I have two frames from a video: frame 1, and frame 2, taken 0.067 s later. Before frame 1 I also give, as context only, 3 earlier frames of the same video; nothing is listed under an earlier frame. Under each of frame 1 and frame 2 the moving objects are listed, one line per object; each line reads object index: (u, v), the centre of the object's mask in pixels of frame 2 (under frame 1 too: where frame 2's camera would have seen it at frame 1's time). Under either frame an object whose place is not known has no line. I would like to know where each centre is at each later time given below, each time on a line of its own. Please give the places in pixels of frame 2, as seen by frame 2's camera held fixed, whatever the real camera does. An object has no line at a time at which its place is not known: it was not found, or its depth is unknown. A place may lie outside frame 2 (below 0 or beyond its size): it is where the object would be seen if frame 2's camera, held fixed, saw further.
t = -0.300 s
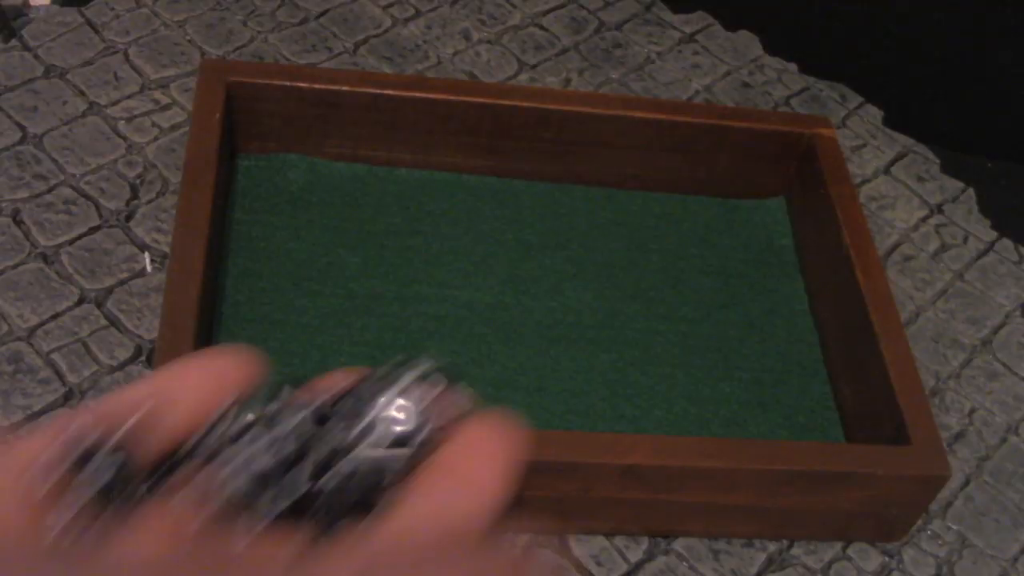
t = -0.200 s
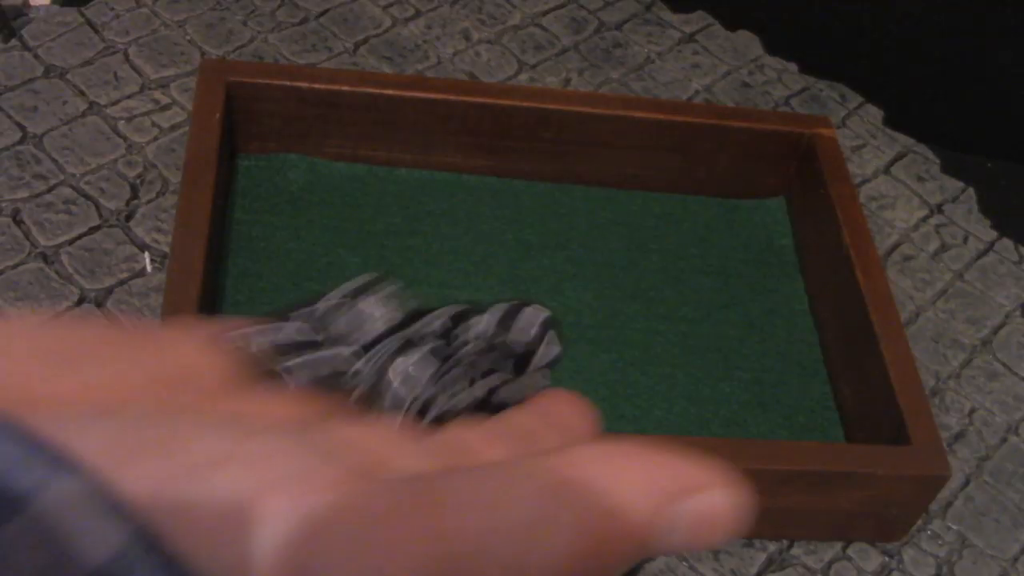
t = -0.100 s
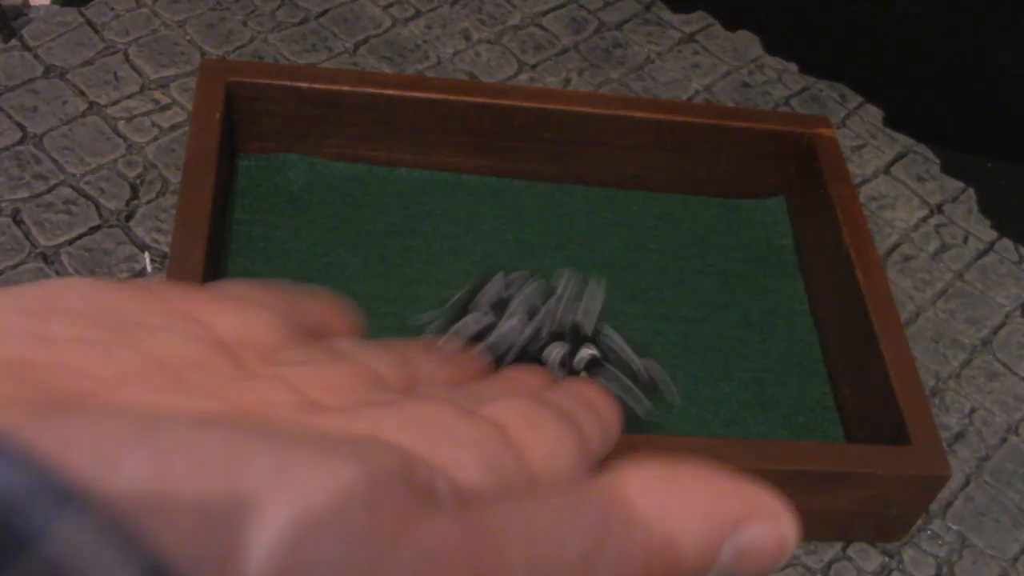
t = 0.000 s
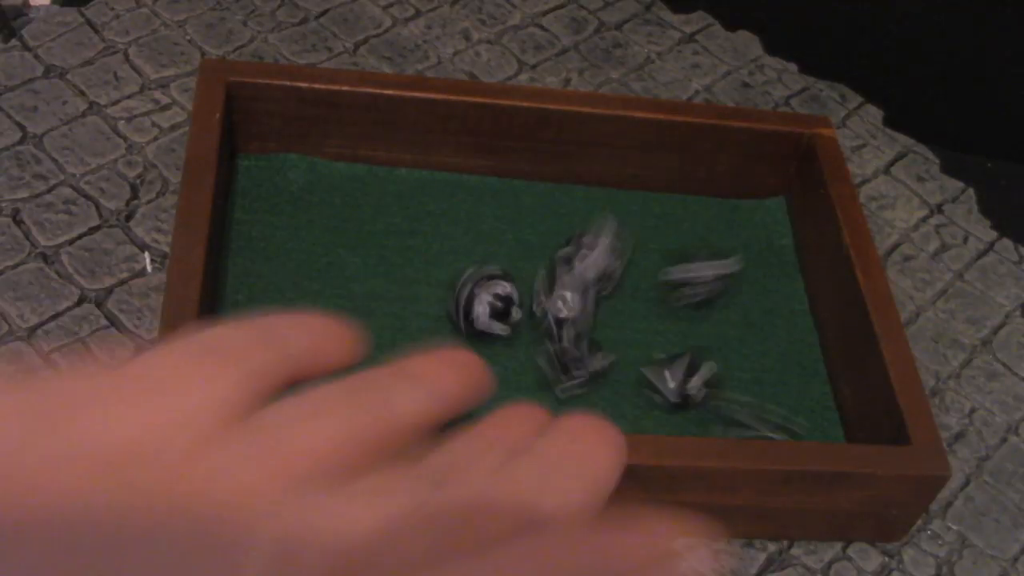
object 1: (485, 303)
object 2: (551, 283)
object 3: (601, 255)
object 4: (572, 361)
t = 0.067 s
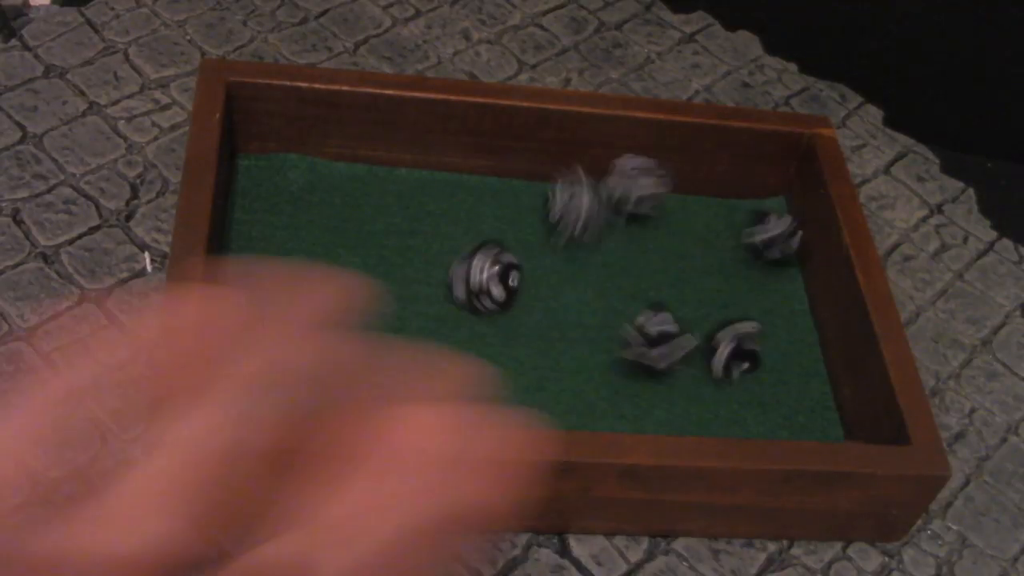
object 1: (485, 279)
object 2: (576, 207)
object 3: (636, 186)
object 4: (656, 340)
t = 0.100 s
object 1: (490, 270)
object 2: (568, 186)
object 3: (677, 195)
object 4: (678, 354)
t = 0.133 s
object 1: (498, 264)
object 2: (569, 203)
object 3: (714, 226)
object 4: (712, 352)
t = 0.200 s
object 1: (498, 253)
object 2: (560, 232)
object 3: (743, 252)
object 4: (736, 354)
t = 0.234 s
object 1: (486, 253)
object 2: (560, 246)
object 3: (755, 265)
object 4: (743, 357)
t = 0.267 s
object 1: (476, 257)
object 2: (562, 252)
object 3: (763, 273)
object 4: (744, 359)
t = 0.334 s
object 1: (469, 269)
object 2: (571, 268)
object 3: (775, 284)
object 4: (744, 358)
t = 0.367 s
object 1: (470, 277)
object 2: (577, 272)
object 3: (780, 285)
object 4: (744, 358)
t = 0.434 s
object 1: (473, 290)
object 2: (582, 275)
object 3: (775, 287)
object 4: (744, 358)
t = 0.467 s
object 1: (476, 296)
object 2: (582, 274)
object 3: (773, 287)
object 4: (744, 358)
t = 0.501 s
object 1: (477, 300)
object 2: (582, 272)
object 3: (775, 286)
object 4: (744, 359)
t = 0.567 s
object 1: (477, 300)
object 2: (570, 268)
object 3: (775, 287)
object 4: (744, 358)
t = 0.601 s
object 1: (477, 300)
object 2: (565, 263)
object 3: (774, 286)
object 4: (744, 358)
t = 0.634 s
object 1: (477, 300)
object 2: (566, 262)
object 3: (776, 287)
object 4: (744, 359)
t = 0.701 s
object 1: (477, 300)
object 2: (571, 270)
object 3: (775, 286)
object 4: (744, 358)
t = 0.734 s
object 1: (477, 300)
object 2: (570, 270)
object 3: (775, 287)
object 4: (744, 358)
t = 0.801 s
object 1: (477, 300)
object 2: (569, 266)
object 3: (775, 287)
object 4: (744, 358)
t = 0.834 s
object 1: (477, 300)
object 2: (570, 269)
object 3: (775, 287)
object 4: (744, 358)
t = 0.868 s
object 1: (477, 300)
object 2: (569, 267)
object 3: (775, 287)
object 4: (744, 358)
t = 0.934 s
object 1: (477, 300)
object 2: (570, 268)
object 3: (775, 287)
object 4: (744, 358)
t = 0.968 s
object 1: (477, 300)
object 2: (569, 267)
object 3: (775, 287)
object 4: (744, 358)
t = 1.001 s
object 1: (477, 300)
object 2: (569, 267)
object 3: (775, 286)
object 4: (744, 358)
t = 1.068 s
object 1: (477, 300)
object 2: (569, 267)
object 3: (775, 286)
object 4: (744, 358)
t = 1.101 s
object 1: (477, 300)
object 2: (570, 268)
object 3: (775, 286)
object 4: (744, 358)
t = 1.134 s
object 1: (477, 300)
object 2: (570, 267)
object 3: (775, 286)
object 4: (744, 359)
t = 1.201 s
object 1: (477, 300)
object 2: (569, 267)
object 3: (775, 286)
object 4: (744, 358)
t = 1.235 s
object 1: (477, 300)
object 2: (570, 267)
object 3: (775, 287)
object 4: (744, 359)
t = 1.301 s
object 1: (477, 301)
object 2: (570, 267)
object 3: (775, 287)
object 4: (744, 359)
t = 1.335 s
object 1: (477, 300)
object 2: (570, 267)
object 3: (775, 287)
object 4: (744, 359)
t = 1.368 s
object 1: (477, 300)
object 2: (570, 268)
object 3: (775, 287)
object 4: (744, 359)
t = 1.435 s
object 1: (477, 300)
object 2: (569, 267)
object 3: (775, 287)
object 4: (744, 359)
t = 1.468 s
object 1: (477, 300)
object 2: (569, 268)
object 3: (775, 287)
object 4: (744, 358)
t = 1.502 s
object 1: (477, 300)
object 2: (569, 268)
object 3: (775, 287)
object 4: (744, 359)
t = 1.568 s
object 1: (477, 300)
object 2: (570, 267)
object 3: (775, 287)
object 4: (744, 359)
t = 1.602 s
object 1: (477, 300)
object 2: (570, 268)
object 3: (775, 287)
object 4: (744, 359)
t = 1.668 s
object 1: (477, 300)
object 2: (569, 268)
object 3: (775, 287)
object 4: (744, 359)
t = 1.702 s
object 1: (477, 300)
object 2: (569, 268)
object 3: (775, 287)
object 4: (744, 359)
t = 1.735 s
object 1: (477, 300)
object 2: (570, 268)
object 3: (775, 287)
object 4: (744, 359)
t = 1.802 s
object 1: (477, 300)
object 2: (569, 268)
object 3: (775, 287)
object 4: (744, 359)
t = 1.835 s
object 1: (477, 300)
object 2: (570, 268)
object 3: (775, 287)
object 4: (744, 359)
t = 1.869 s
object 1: (477, 300)
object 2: (570, 268)
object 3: (775, 287)
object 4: (744, 359)
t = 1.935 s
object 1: (477, 300)
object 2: (569, 268)
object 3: (775, 287)
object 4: (744, 358)
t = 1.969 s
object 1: (477, 300)
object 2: (569, 267)
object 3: (775, 287)
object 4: (744, 359)
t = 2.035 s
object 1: (477, 300)
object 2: (569, 267)
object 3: (775, 287)
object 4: (744, 358)
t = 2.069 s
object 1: (477, 300)
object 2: (570, 267)
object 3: (776, 287)
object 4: (744, 358)
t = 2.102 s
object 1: (477, 300)
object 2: (569, 268)
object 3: (775, 287)
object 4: (744, 359)
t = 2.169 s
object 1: (477, 300)
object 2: (569, 267)
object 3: (775, 287)
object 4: (744, 358)
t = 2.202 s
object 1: (477, 300)
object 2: (569, 267)
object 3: (775, 287)
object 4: (744, 358)
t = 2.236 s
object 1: (477, 300)
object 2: (569, 267)
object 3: (775, 287)
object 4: (744, 359)
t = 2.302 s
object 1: (477, 300)
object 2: (569, 267)
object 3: (775, 287)
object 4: (744, 358)
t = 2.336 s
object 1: (477, 300)
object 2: (569, 267)
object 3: (775, 287)
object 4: (744, 358)
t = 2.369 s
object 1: (477, 300)
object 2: (569, 267)
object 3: (775, 287)
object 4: (744, 358)
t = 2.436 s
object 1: (477, 300)
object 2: (569, 267)
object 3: (775, 287)
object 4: (744, 358)
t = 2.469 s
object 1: (477, 300)
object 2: (570, 267)
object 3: (775, 287)
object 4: (744, 358)
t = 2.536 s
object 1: (477, 301)
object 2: (569, 267)
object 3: (775, 287)
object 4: (744, 358)
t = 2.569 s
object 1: (477, 300)
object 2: (569, 267)
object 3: (775, 287)
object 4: (744, 358)
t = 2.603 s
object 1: (477, 300)
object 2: (569, 267)
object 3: (775, 287)
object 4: (744, 358)
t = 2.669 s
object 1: (477, 300)
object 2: (569, 267)
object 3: (775, 287)
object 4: (744, 358)
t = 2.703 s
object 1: (477, 300)
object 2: (569, 268)
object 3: (775, 287)
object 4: (744, 358)
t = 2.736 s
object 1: (477, 300)
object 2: (569, 267)
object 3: (775, 287)
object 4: (744, 358)
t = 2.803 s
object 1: (477, 300)
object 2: (569, 267)
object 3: (775, 287)
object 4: (744, 358)
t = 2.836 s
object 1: (477, 300)
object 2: (569, 268)
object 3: (775, 287)
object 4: (744, 358)
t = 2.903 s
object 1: (477, 300)
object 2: (569, 268)
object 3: (775, 287)
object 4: (744, 358)
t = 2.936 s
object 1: (477, 300)
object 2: (569, 268)
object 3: (775, 287)
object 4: (744, 358)
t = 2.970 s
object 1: (477, 300)
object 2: (569, 268)
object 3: (775, 287)
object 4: (744, 358)
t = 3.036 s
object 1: (477, 300)
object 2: (569, 267)
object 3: (775, 287)
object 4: (744, 358)
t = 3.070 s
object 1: (477, 300)
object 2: (569, 267)
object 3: (775, 287)
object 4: (744, 358)
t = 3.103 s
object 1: (477, 301)
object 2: (569, 267)
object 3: (775, 287)
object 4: (744, 358)
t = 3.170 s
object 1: (477, 300)
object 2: (569, 268)
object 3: (775, 287)
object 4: (744, 358)
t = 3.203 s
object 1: (477, 300)
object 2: (569, 267)
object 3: (775, 287)
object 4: (744, 358)
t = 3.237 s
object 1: (477, 300)
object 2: (570, 267)
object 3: (775, 287)
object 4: (744, 358)
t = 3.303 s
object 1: (477, 300)
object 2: (569, 268)
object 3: (775, 287)
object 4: (744, 358)
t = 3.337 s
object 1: (477, 300)
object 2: (569, 268)
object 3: (775, 287)
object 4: (744, 358)
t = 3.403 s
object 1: (477, 301)
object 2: (569, 268)
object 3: (775, 287)
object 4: (744, 358)
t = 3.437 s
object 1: (477, 300)
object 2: (569, 267)
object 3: (775, 287)
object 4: (744, 358)
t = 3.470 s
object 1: (477, 301)
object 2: (569, 267)
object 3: (775, 287)
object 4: (744, 358)
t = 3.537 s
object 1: (477, 300)
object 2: (569, 268)
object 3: (775, 287)
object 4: (744, 358)
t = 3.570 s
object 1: (477, 300)
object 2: (569, 267)
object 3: (775, 287)
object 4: (744, 358)
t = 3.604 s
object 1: (477, 300)
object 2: (569, 267)
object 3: (775, 287)
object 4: (744, 358)
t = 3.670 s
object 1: (477, 300)
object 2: (569, 268)
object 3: (775, 287)
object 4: (744, 358)
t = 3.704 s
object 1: (477, 300)
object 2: (569, 268)
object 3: (775, 287)
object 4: (744, 358)
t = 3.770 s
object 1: (477, 300)
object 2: (569, 267)
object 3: (775, 287)
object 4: (744, 358)
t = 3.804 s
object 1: (477, 300)
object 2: (569, 267)
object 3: (775, 287)
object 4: (744, 358)
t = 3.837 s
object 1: (477, 300)
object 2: (569, 267)
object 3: (775, 287)
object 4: (744, 358)
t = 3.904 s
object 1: (477, 300)
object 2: (569, 267)
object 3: (775, 287)
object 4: (744, 358)
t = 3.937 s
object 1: (477, 300)
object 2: (569, 267)
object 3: (775, 287)
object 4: (744, 358)
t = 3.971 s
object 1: (477, 300)
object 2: (569, 267)
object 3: (775, 287)
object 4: (744, 358)
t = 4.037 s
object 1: (477, 300)
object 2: (569, 267)
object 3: (775, 287)
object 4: (744, 358)
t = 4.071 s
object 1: (477, 300)
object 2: (569, 267)
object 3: (775, 287)
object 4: (744, 358)
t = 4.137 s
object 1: (477, 300)
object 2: (570, 267)
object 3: (775, 287)
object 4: (744, 358)
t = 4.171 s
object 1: (477, 300)
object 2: (570, 267)
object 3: (775, 287)
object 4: (744, 358)
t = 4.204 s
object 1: (477, 300)
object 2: (570, 267)
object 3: (775, 287)
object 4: (744, 358)
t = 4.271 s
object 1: (477, 300)
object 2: (570, 267)
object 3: (775, 287)
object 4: (744, 358)
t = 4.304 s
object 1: (477, 300)
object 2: (570, 267)
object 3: (775, 287)
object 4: (744, 358)
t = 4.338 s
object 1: (477, 300)
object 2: (570, 267)
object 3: (775, 287)
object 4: (744, 358)
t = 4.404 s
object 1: (477, 300)
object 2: (569, 267)
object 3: (775, 287)
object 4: (744, 358)
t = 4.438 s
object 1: (477, 300)
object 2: (569, 267)
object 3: (775, 287)
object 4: (744, 358)
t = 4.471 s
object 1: (477, 300)
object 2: (569, 267)
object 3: (775, 287)
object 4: (744, 358)
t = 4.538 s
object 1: (477, 300)
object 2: (569, 267)
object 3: (775, 287)
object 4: (744, 358)
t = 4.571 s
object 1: (477, 300)
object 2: (569, 267)
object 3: (775, 287)
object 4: (744, 358)
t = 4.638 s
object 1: (477, 300)
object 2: (569, 268)
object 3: (775, 287)
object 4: (744, 358)
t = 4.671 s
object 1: (477, 300)
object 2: (569, 268)
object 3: (775, 287)
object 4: (744, 358)
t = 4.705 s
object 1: (477, 300)
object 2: (569, 268)
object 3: (775, 287)
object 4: (744, 358)
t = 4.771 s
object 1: (477, 300)
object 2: (569, 268)
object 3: (775, 287)
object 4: (744, 358)
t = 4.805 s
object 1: (477, 300)
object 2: (570, 268)
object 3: (775, 287)
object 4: (744, 358)
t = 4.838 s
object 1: (477, 300)
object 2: (570, 268)
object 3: (775, 287)
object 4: (744, 358)
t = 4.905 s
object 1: (477, 300)
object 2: (569, 267)
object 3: (775, 287)
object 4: (744, 358)
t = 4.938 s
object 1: (477, 300)
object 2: (569, 268)
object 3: (775, 287)
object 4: (744, 358)
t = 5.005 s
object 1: (477, 300)
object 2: (570, 267)
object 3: (775, 287)
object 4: (744, 358)
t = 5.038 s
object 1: (477, 300)
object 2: (569, 267)
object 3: (775, 287)
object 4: (744, 358)
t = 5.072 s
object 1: (477, 300)
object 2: (569, 267)
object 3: (775, 287)
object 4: (744, 358)
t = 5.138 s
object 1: (477, 300)
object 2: (569, 267)
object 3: (775, 287)
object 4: (744, 358)
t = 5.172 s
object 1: (477, 300)
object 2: (569, 267)
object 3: (775, 287)
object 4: (744, 358)
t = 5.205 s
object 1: (477, 300)
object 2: (569, 267)
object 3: (775, 287)
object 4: (744, 358)
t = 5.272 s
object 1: (477, 300)
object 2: (570, 267)
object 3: (775, 287)
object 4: (744, 359)
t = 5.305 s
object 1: (477, 300)
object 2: (569, 267)
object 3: (775, 287)
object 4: (744, 358)
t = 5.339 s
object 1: (477, 300)
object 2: (569, 267)
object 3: (775, 287)
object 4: (744, 358)
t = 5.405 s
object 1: (477, 300)
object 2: (569, 268)
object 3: (775, 287)
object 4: (744, 358)
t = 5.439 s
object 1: (477, 300)
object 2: (569, 268)
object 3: (775, 287)
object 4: (744, 358)
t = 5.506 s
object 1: (477, 300)
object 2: (569, 268)
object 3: (775, 287)
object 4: (744, 358)
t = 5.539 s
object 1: (477, 300)
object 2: (569, 268)
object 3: (775, 287)
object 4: (744, 358)
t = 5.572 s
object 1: (477, 300)
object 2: (569, 268)
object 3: (775, 287)
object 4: (744, 358)
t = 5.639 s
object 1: (477, 300)
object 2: (569, 268)
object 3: (775, 287)
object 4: (744, 358)
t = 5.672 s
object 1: (477, 300)
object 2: (569, 268)
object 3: (775, 287)
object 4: (744, 358)
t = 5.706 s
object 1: (477, 300)
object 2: (569, 267)
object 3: (775, 287)
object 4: (744, 358)
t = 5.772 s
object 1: (477, 300)
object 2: (569, 268)
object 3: (775, 287)
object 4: (744, 358)
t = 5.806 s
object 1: (477, 300)
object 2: (569, 267)
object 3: (775, 287)
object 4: (744, 358)
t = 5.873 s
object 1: (477, 300)
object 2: (569, 267)
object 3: (775, 287)
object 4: (744, 358)
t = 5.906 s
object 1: (477, 300)
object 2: (569, 267)
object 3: (775, 287)
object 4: (744, 358)
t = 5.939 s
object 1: (477, 300)
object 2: (569, 267)
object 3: (775, 286)
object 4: (744, 358)
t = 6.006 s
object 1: (477, 300)
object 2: (569, 268)
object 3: (775, 287)
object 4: (744, 358)
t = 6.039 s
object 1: (477, 300)
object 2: (569, 267)
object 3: (775, 286)
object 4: (744, 358)
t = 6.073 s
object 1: (477, 300)
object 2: (569, 267)
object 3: (775, 287)
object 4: (744, 358)
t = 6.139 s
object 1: (477, 300)
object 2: (569, 267)
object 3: (775, 286)
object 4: (744, 358)
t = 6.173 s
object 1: (477, 300)
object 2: (569, 267)
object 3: (775, 286)
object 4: (744, 358)
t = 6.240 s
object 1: (477, 300)
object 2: (569, 267)
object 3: (775, 287)
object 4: (744, 358)
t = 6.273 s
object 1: (477, 300)
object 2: (569, 267)
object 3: (775, 287)
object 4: (744, 358)
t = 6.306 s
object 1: (477, 300)
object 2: (569, 267)
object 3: (775, 287)
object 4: (744, 358)
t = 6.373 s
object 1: (477, 300)
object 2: (569, 267)
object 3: (775, 287)
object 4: (744, 358)
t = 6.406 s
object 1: (477, 300)
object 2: (569, 267)
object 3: (775, 287)
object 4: (744, 358)
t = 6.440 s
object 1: (477, 300)
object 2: (569, 267)
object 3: (775, 287)
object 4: (744, 358)
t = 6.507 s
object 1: (477, 300)
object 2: (569, 267)
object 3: (775, 287)
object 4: (744, 358)
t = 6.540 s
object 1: (477, 300)
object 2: (569, 267)
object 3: (775, 287)
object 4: (744, 358)
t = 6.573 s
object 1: (477, 300)
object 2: (569, 267)
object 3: (775, 287)
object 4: (744, 358)
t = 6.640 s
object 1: (477, 300)
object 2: (569, 267)
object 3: (775, 287)
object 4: (744, 358)
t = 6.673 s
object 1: (477, 300)
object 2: (569, 267)
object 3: (775, 287)
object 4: (744, 358)
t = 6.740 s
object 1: (476, 300)
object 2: (569, 267)
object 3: (775, 287)
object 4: (744, 358)
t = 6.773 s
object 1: (477, 300)
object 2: (569, 267)
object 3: (775, 287)
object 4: (744, 359)
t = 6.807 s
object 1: (477, 300)
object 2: (569, 267)
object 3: (775, 287)
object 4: (744, 358)
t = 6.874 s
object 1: (477, 300)
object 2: (569, 267)
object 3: (775, 287)
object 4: (744, 358)
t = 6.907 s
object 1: (477, 300)
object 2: (569, 267)
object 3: (775, 287)
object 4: (744, 358)
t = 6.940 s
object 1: (477, 300)
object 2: (569, 267)
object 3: (775, 287)
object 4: (744, 358)
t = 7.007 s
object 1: (477, 300)
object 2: (569, 267)
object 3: (775, 287)
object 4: (744, 358)
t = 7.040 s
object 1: (477, 300)
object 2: (569, 267)
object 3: (775, 287)
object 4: (744, 358)
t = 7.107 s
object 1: (477, 300)
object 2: (569, 267)
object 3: (775, 287)
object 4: (744, 358)
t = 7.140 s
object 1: (477, 300)
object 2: (569, 267)
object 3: (775, 287)
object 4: (744, 358)
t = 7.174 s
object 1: (477, 300)
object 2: (569, 267)
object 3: (775, 287)
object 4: (744, 358)
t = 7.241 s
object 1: (477, 300)
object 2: (569, 267)
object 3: (775, 287)
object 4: (744, 358)
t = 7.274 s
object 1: (477, 300)
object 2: (569, 267)
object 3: (775, 287)
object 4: (744, 358)
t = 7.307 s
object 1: (477, 300)
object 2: (569, 267)
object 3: (775, 287)
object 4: (744, 358)
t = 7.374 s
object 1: (477, 300)
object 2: (569, 267)
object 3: (775, 287)
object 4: (744, 358)
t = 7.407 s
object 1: (477, 300)
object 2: (569, 267)
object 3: (775, 287)
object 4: (744, 358)
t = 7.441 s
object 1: (477, 300)
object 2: (569, 267)
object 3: (775, 287)
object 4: (744, 358)
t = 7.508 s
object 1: (477, 300)
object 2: (569, 267)
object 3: (775, 287)
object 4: (744, 358)
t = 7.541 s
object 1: (477, 300)
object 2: (569, 267)
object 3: (775, 287)
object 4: (744, 358)
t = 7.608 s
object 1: (477, 300)
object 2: (569, 267)
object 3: (775, 287)
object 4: (744, 358)
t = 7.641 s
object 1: (477, 300)
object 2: (569, 267)
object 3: (775, 287)
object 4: (744, 358)
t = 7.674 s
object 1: (477, 300)
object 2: (569, 267)
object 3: (775, 287)
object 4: (744, 358)
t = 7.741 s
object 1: (477, 300)
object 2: (569, 268)
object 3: (775, 287)
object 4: (744, 358)
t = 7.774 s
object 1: (477, 300)
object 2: (569, 267)
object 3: (775, 287)
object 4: (744, 358)
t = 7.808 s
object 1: (477, 300)
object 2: (569, 267)
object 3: (775, 287)
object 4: (744, 358)
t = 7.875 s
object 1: (477, 300)
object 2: (569, 267)
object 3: (775, 287)
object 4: (744, 358)
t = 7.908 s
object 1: (477, 300)
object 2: (569, 267)
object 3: (775, 287)
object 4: (744, 358)
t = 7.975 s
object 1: (477, 300)
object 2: (569, 267)
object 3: (775, 287)
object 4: (744, 358)
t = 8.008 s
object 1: (477, 300)
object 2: (569, 267)
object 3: (775, 287)
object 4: (744, 358)
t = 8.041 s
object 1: (477, 300)
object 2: (569, 268)
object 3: (775, 287)
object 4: (744, 358)
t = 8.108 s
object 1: (477, 300)
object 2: (569, 267)
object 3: (775, 287)
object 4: (744, 358)
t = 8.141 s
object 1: (477, 300)
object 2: (569, 267)
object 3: (775, 287)
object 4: (744, 358)
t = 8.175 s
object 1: (477, 300)
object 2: (569, 267)
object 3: (775, 287)
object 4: (744, 358)
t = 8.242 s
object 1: (477, 300)
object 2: (569, 267)
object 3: (775, 287)
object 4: (744, 358)
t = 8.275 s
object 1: (477, 300)
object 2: (569, 267)
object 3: (775, 287)
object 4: (744, 358)
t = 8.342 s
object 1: (477, 300)
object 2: (569, 267)
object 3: (775, 287)
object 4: (744, 358)
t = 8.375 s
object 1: (477, 300)
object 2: (569, 267)
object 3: (775, 287)
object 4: (744, 358)
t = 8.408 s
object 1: (477, 300)
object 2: (569, 267)
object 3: (775, 287)
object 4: (744, 359)
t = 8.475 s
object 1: (477, 300)
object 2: (569, 268)
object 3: (775, 287)
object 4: (744, 359)
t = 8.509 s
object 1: (477, 300)
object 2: (569, 267)
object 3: (775, 287)
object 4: (744, 358)
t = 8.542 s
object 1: (477, 300)
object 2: (569, 268)
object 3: (775, 287)
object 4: (744, 358)
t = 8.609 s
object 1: (477, 300)
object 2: (570, 267)
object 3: (775, 287)
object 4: (744, 358)
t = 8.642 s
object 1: (477, 300)
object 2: (569, 267)
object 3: (775, 287)
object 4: (744, 358)
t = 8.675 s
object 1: (477, 300)
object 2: (569, 267)
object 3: (775, 287)
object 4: (744, 358)
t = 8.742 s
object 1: (477, 300)
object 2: (569, 267)
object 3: (775, 287)
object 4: (744, 359)
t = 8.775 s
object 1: (477, 300)
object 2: (569, 268)
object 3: (775, 287)
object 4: (744, 358)
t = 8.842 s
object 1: (477, 300)
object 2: (569, 268)
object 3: (775, 287)
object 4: (744, 358)
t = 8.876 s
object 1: (477, 300)
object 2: (569, 267)
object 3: (775, 287)
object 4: (744, 358)
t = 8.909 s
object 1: (477, 300)
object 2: (569, 267)
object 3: (775, 287)
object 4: (744, 358)
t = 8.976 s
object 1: (477, 300)
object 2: (569, 268)
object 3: (775, 287)
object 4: (744, 358)
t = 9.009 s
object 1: (477, 300)
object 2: (569, 268)
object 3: (775, 287)
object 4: (744, 358)
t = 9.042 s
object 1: (477, 300)
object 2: (569, 268)
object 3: (775, 287)
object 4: (744, 358)
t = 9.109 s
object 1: (477, 300)
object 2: (569, 267)
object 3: (775, 286)
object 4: (744, 358)
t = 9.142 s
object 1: (477, 300)
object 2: (569, 268)
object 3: (775, 286)
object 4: (744, 358)
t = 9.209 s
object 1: (477, 300)
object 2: (569, 268)
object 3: (775, 286)
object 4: (744, 358)
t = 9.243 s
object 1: (477, 300)
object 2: (569, 268)
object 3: (775, 286)
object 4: (744, 358)
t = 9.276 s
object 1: (477, 300)
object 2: (570, 268)
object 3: (775, 286)
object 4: (744, 358)
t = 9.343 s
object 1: (477, 300)
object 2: (569, 267)
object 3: (775, 286)
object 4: (744, 358)
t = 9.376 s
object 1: (477, 300)
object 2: (569, 267)
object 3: (775, 286)
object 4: (744, 358)
